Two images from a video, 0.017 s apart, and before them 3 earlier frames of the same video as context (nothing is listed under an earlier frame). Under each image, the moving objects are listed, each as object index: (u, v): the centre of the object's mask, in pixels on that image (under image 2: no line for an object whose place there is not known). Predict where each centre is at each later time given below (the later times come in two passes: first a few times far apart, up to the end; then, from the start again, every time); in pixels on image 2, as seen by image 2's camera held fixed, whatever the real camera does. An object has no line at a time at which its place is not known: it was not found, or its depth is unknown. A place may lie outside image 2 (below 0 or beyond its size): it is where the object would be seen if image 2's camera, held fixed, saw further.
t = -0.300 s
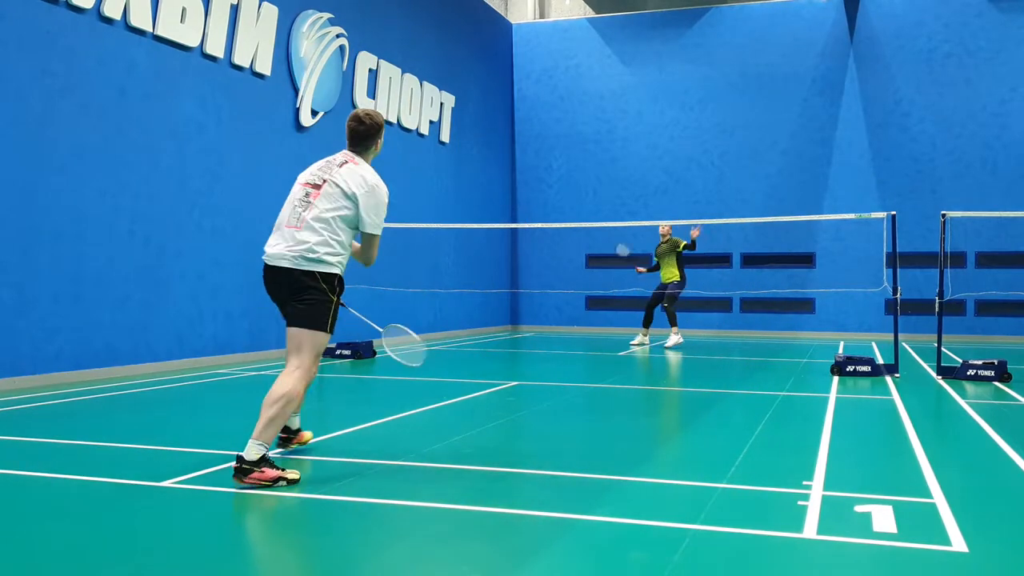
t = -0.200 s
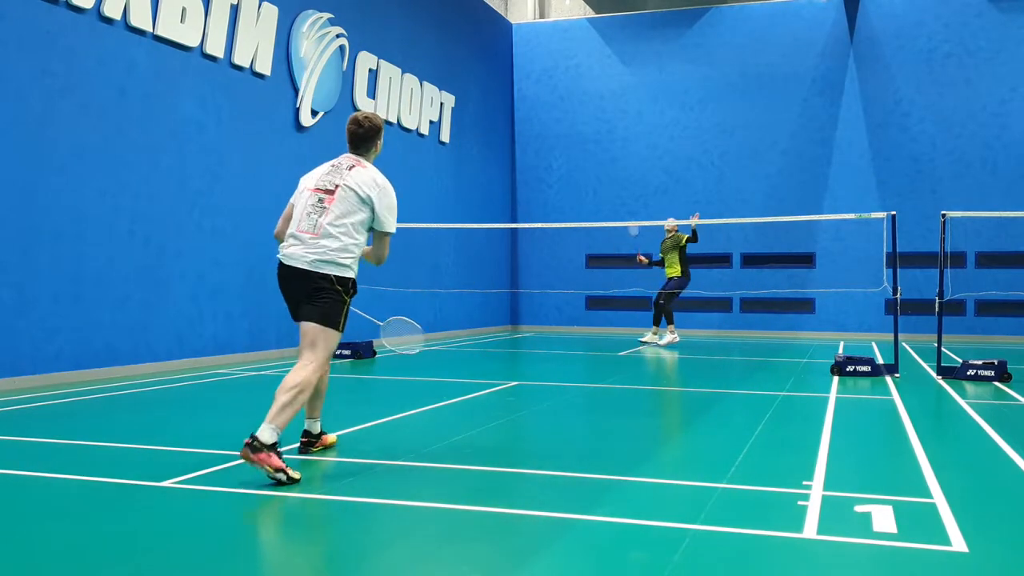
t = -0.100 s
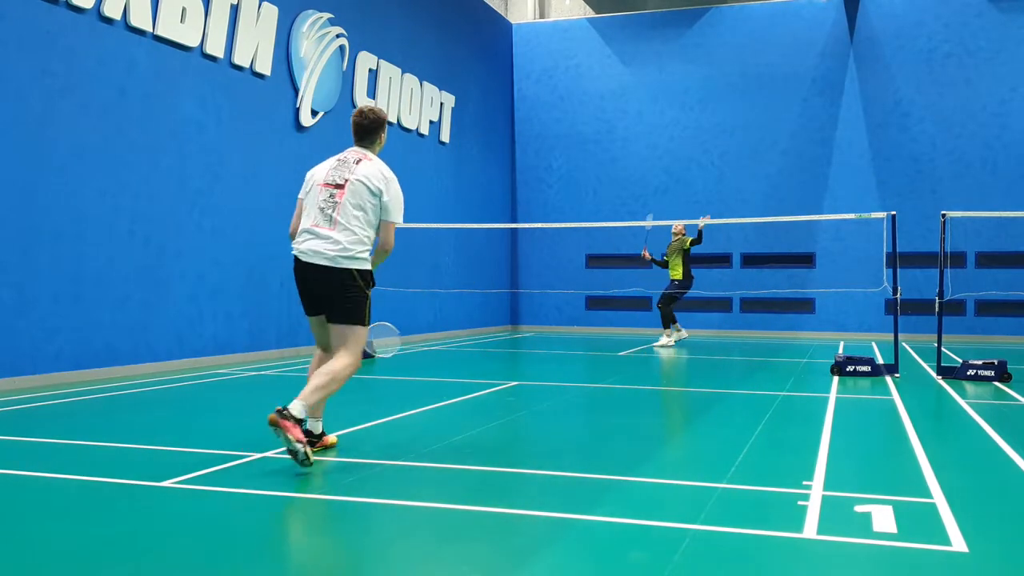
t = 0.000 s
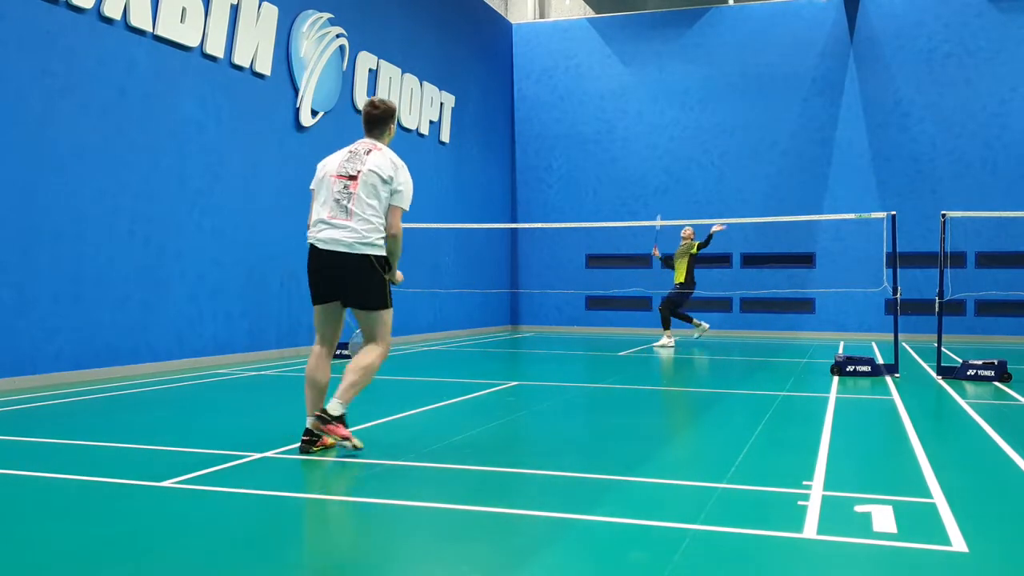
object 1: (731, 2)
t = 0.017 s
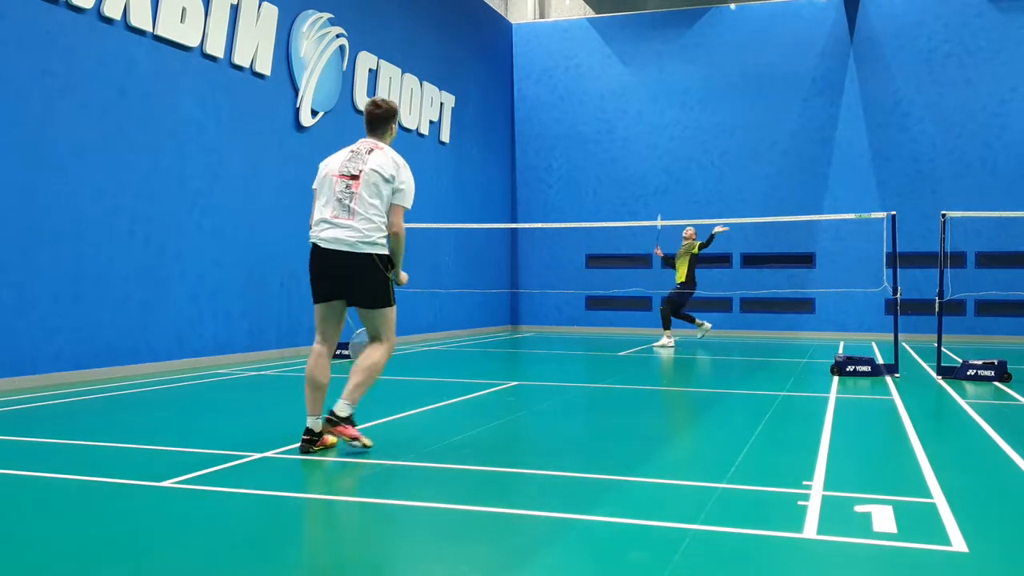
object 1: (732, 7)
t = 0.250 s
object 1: (750, 74)
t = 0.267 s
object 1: (748, 81)
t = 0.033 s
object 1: (735, 10)
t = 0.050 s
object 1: (735, 16)
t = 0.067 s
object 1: (736, 20)
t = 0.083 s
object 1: (737, 26)
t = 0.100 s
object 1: (739, 29)
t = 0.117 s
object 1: (739, 34)
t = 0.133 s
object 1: (742, 39)
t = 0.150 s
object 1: (743, 44)
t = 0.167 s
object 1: (744, 49)
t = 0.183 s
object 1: (745, 54)
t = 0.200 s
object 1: (746, 58)
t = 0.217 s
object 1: (746, 64)
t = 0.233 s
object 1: (750, 69)
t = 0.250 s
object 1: (750, 74)
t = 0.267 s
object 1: (748, 81)
